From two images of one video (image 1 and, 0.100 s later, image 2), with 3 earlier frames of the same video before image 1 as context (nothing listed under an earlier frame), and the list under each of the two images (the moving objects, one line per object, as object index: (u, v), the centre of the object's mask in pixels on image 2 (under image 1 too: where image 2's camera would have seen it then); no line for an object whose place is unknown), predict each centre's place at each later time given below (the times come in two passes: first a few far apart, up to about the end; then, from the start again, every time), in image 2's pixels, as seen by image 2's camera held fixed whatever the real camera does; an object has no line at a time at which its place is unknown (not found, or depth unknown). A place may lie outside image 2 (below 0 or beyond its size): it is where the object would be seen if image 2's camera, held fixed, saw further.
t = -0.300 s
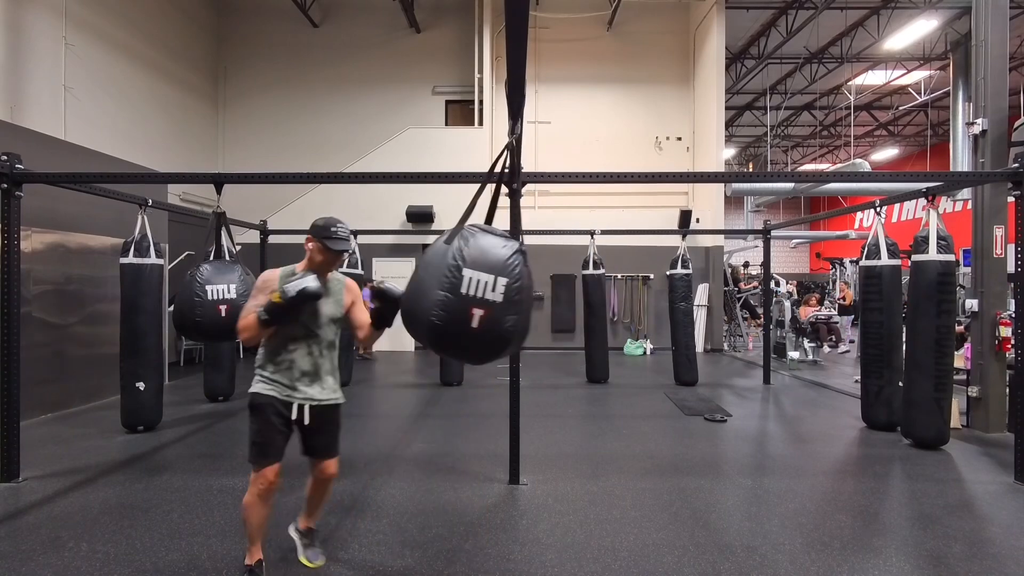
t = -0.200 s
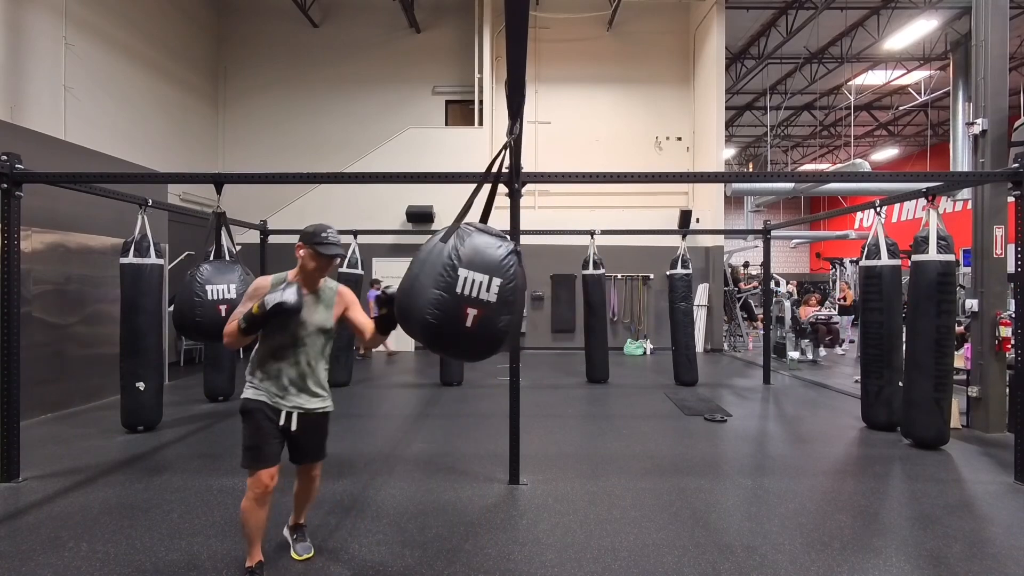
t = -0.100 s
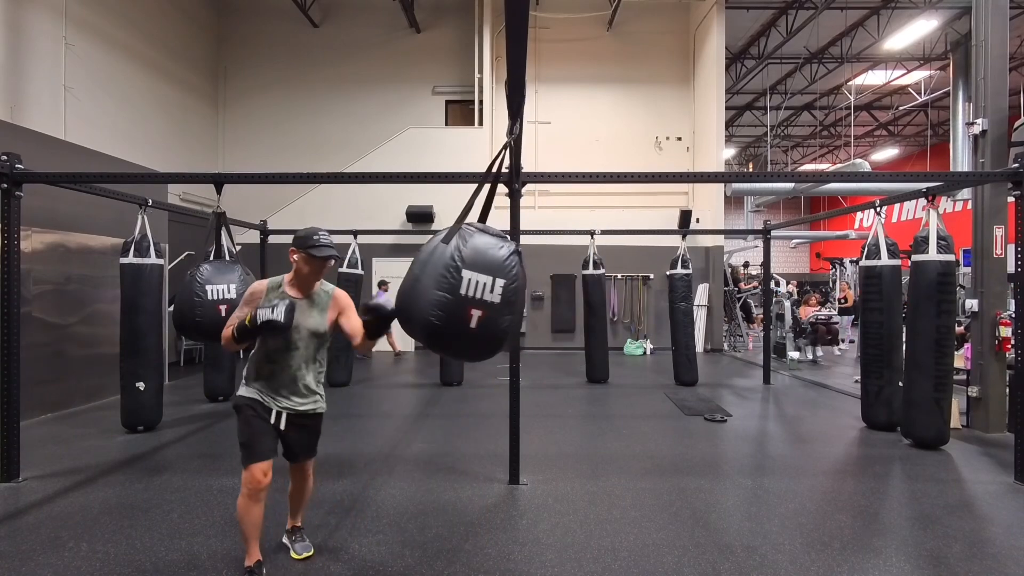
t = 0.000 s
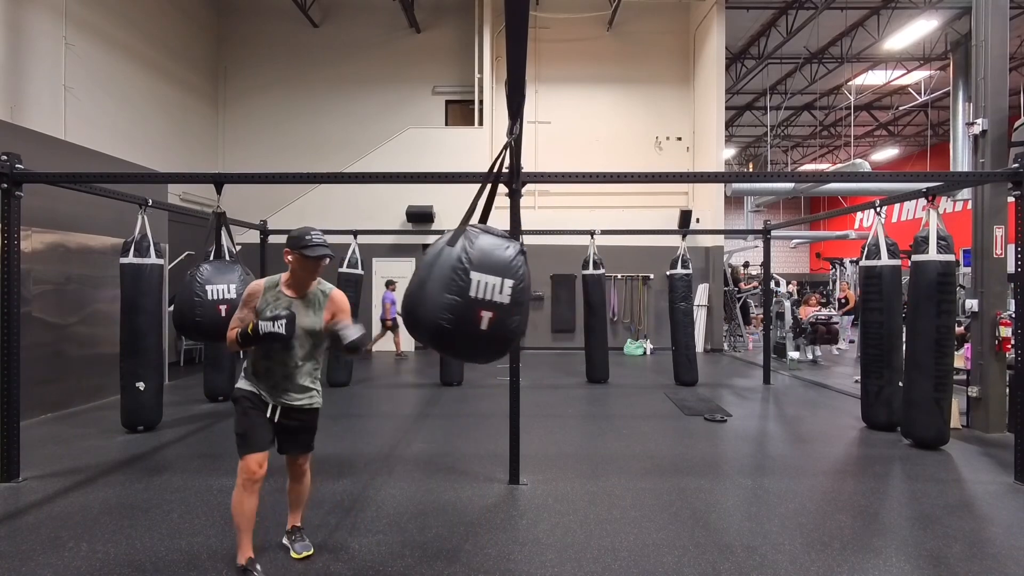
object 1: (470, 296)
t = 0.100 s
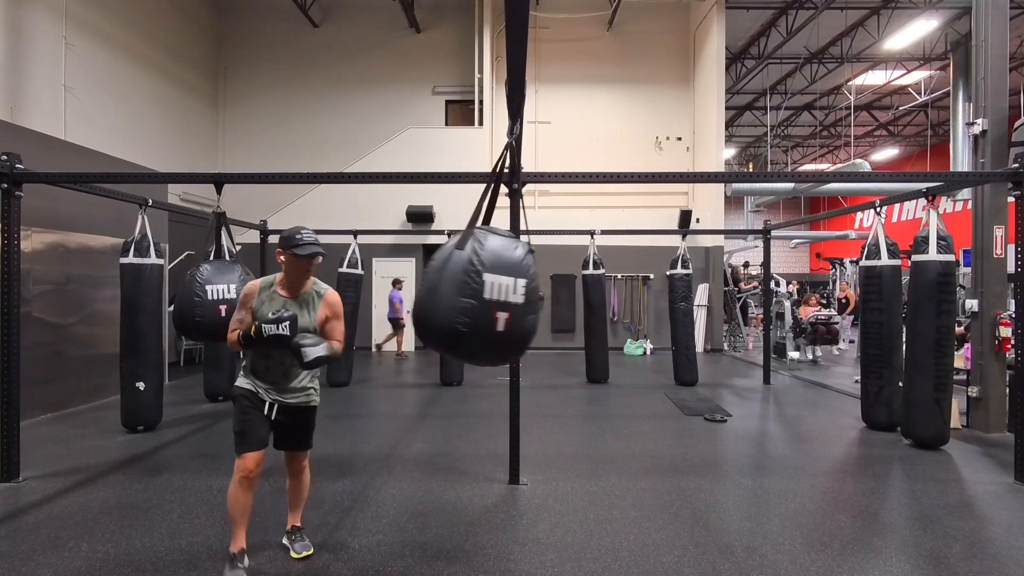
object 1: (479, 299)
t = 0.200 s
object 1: (493, 303)
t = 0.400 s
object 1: (527, 304)
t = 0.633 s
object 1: (561, 299)
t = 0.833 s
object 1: (569, 296)
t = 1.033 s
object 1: (556, 300)
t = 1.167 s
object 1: (536, 303)
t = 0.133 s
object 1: (483, 301)
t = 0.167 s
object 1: (488, 302)
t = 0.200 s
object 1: (493, 303)
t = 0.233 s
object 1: (499, 303)
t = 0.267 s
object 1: (504, 304)
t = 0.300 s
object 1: (510, 304)
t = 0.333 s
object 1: (516, 305)
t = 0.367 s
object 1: (522, 305)
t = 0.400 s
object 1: (527, 304)
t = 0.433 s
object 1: (533, 303)
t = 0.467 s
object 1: (538, 303)
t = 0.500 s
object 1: (544, 303)
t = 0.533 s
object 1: (549, 301)
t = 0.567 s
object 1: (553, 301)
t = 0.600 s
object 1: (558, 301)
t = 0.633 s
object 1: (561, 299)
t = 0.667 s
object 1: (564, 298)
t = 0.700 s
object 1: (566, 299)
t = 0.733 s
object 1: (568, 297)
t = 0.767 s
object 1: (569, 297)
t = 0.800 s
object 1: (569, 296)
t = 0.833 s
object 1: (569, 296)
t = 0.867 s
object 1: (568, 297)
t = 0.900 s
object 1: (567, 297)
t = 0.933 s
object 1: (565, 297)
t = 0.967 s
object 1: (563, 299)
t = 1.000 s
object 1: (559, 299)
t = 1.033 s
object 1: (556, 300)
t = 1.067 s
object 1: (551, 301)
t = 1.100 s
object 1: (547, 302)
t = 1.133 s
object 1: (542, 302)
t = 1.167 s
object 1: (536, 303)
